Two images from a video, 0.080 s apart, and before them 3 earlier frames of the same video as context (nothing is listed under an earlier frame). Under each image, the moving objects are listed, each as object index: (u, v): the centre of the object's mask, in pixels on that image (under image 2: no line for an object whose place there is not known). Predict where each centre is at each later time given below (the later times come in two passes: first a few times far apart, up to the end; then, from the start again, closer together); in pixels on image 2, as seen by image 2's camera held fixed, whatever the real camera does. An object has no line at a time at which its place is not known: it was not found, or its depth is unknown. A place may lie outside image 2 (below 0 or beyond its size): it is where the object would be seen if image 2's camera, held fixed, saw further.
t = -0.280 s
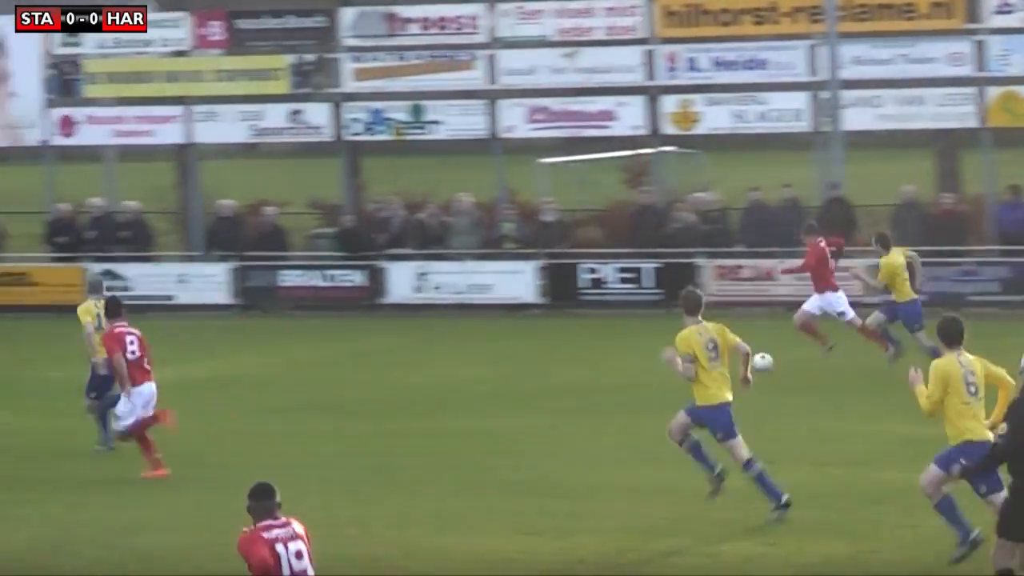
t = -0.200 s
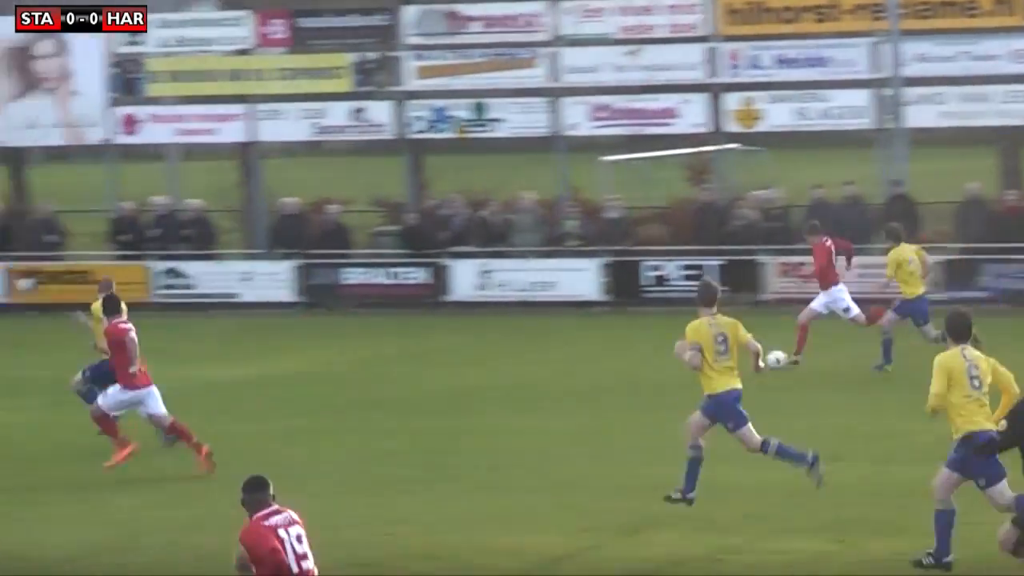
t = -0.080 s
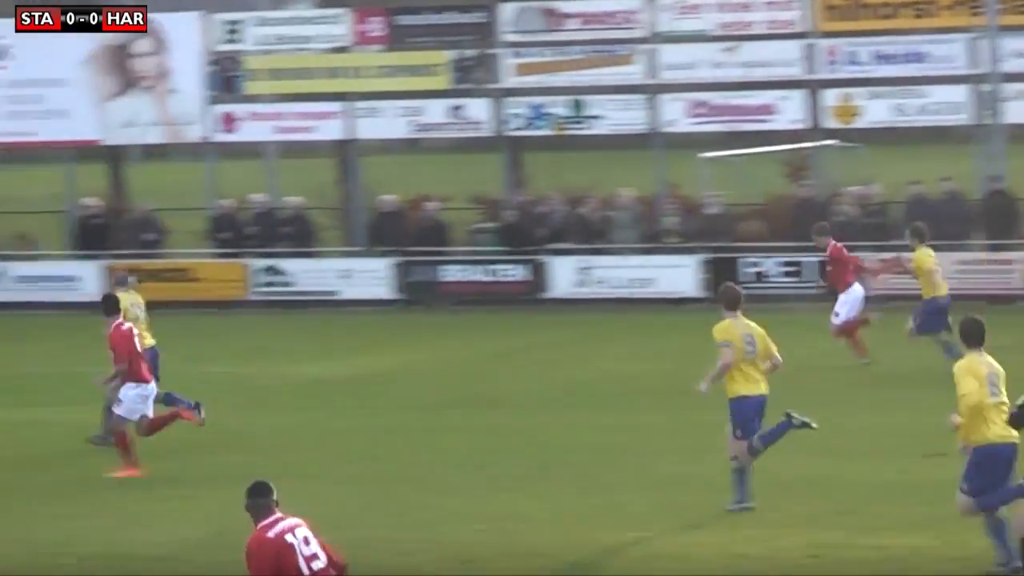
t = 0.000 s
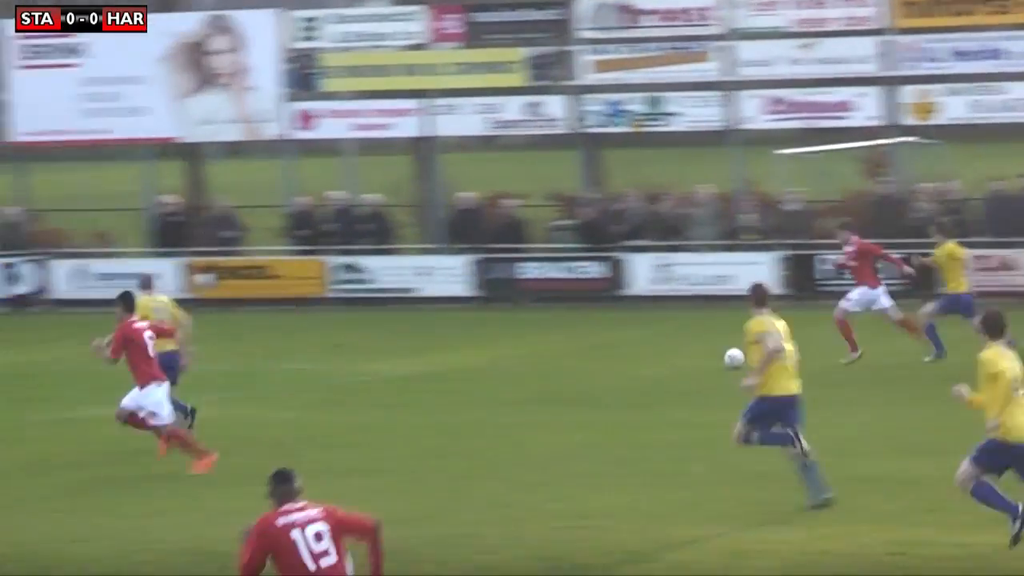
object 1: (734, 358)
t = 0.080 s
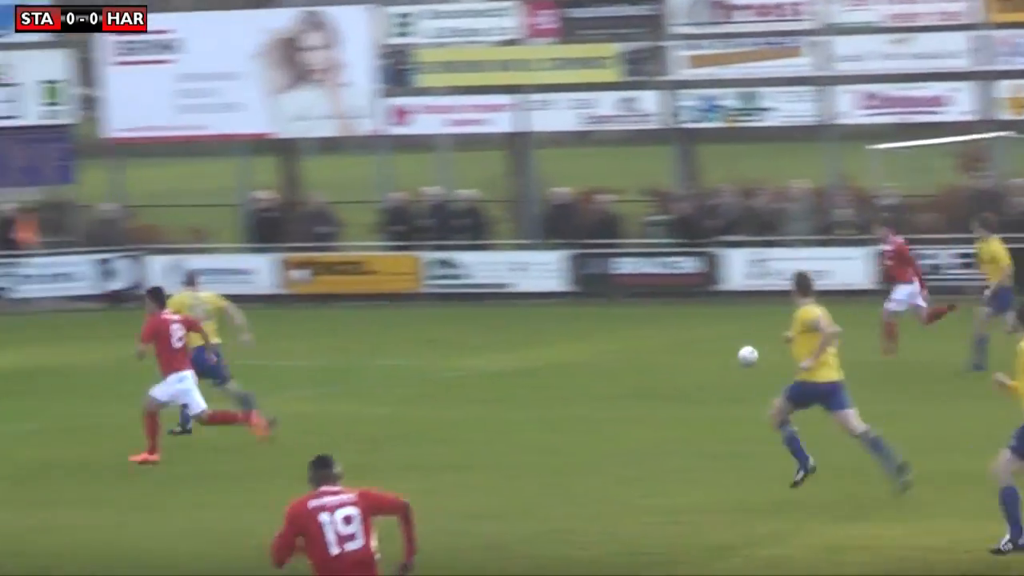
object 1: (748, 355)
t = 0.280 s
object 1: (562, 364)
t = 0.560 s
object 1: (344, 369)
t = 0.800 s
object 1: (177, 376)
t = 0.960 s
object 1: (77, 380)
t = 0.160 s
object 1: (670, 361)
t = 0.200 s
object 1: (633, 362)
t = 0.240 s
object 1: (597, 363)
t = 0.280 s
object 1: (562, 364)
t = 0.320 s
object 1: (526, 369)
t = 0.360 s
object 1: (494, 370)
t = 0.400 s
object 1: (463, 369)
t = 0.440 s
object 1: (433, 369)
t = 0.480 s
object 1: (404, 368)
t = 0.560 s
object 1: (344, 369)
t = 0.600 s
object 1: (316, 370)
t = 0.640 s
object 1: (286, 371)
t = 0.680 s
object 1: (258, 371)
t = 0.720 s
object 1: (231, 372)
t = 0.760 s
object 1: (205, 374)
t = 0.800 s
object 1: (177, 376)
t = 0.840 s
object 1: (153, 379)
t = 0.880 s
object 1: (127, 379)
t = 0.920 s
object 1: (103, 380)
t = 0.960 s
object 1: (77, 380)
